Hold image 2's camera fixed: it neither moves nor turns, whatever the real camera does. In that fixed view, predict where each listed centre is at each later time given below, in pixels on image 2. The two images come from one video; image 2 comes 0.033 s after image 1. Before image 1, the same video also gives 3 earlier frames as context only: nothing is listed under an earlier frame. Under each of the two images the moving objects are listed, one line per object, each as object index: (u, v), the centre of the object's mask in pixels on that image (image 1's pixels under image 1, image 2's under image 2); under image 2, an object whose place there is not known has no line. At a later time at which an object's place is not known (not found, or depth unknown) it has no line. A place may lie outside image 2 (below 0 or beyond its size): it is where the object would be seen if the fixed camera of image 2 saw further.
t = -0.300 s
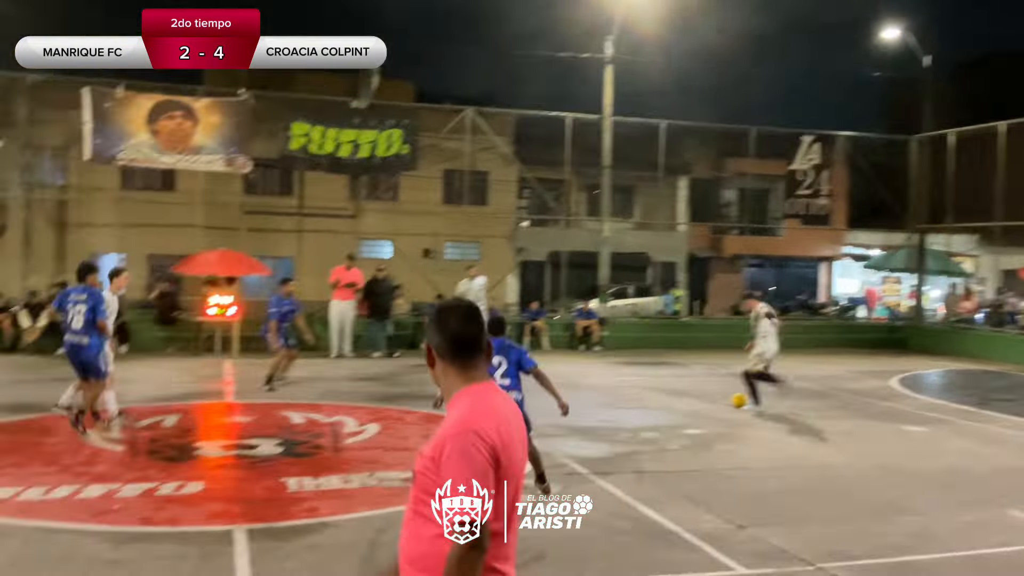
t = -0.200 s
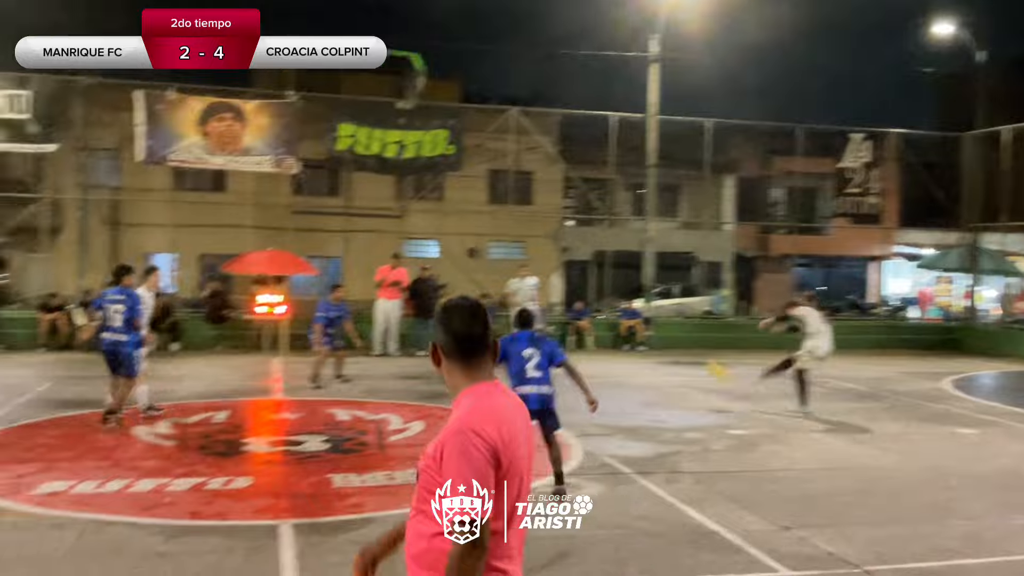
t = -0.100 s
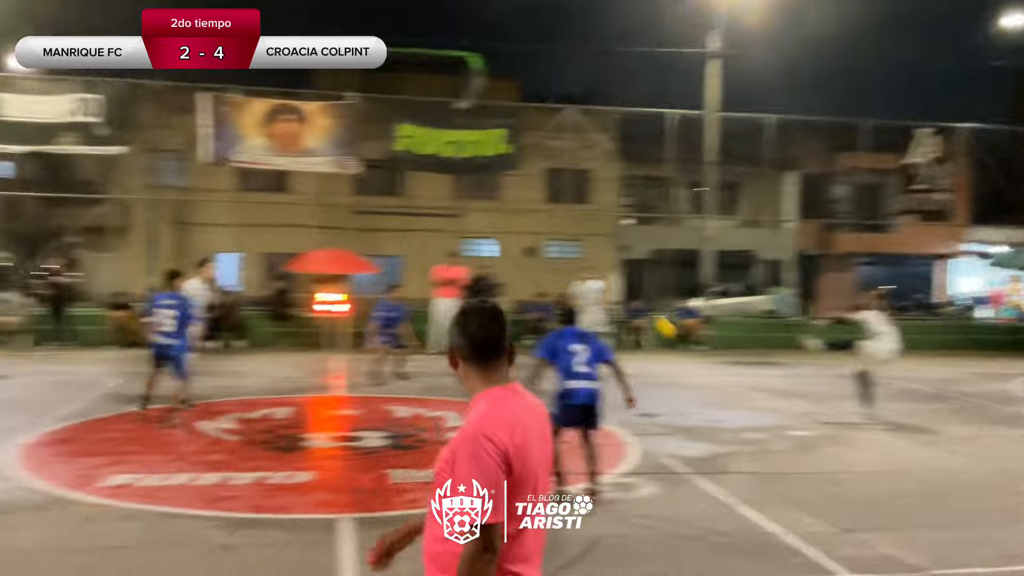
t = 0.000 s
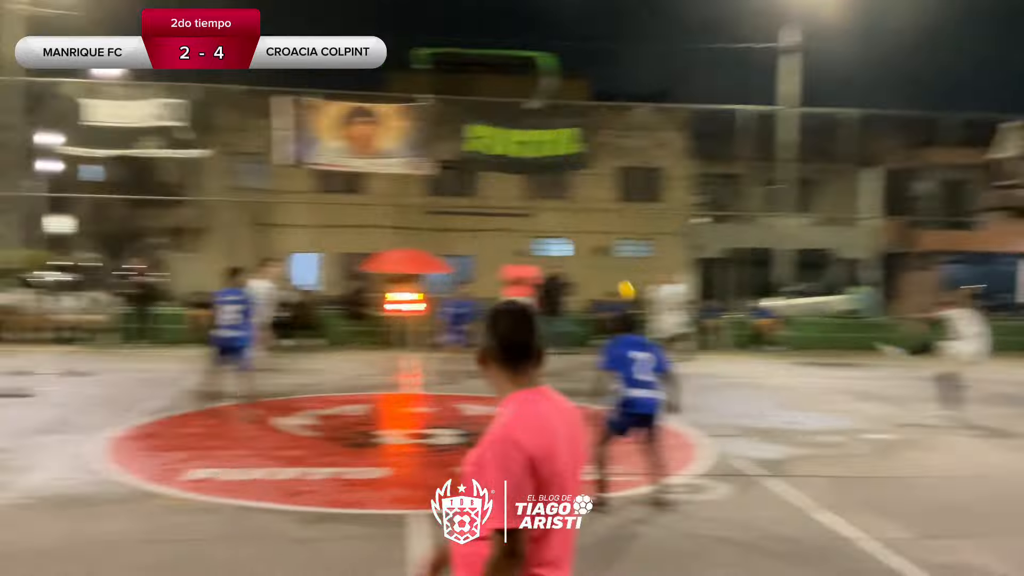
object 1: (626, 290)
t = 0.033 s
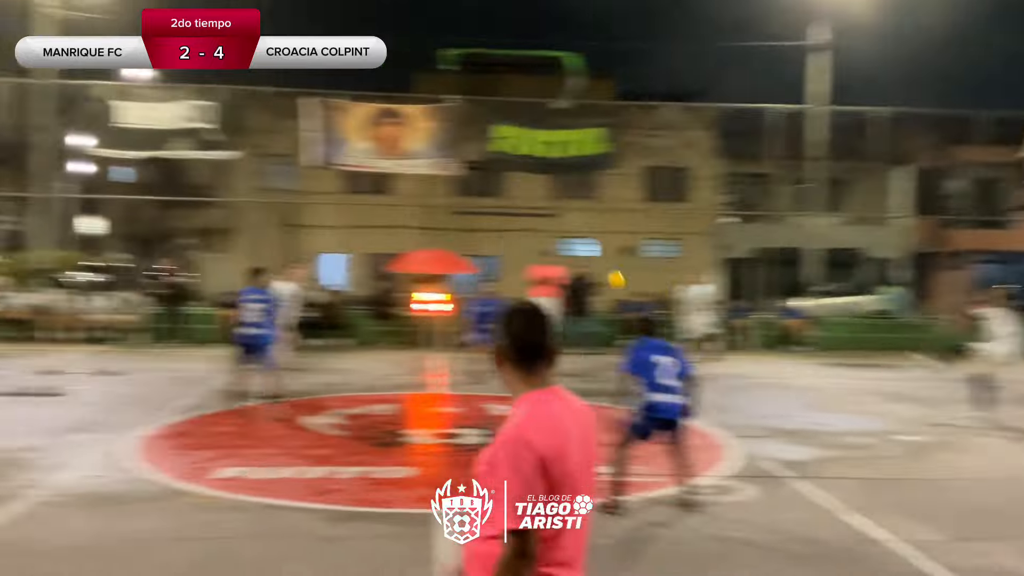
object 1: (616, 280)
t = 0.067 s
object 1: (579, 270)
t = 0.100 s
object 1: (547, 259)
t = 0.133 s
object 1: (514, 252)
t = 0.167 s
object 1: (481, 246)
